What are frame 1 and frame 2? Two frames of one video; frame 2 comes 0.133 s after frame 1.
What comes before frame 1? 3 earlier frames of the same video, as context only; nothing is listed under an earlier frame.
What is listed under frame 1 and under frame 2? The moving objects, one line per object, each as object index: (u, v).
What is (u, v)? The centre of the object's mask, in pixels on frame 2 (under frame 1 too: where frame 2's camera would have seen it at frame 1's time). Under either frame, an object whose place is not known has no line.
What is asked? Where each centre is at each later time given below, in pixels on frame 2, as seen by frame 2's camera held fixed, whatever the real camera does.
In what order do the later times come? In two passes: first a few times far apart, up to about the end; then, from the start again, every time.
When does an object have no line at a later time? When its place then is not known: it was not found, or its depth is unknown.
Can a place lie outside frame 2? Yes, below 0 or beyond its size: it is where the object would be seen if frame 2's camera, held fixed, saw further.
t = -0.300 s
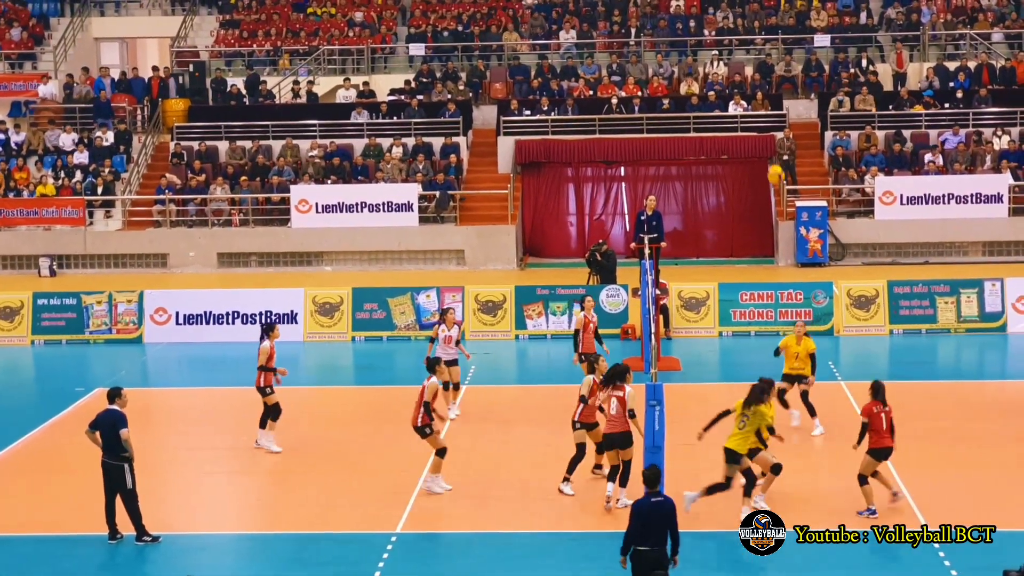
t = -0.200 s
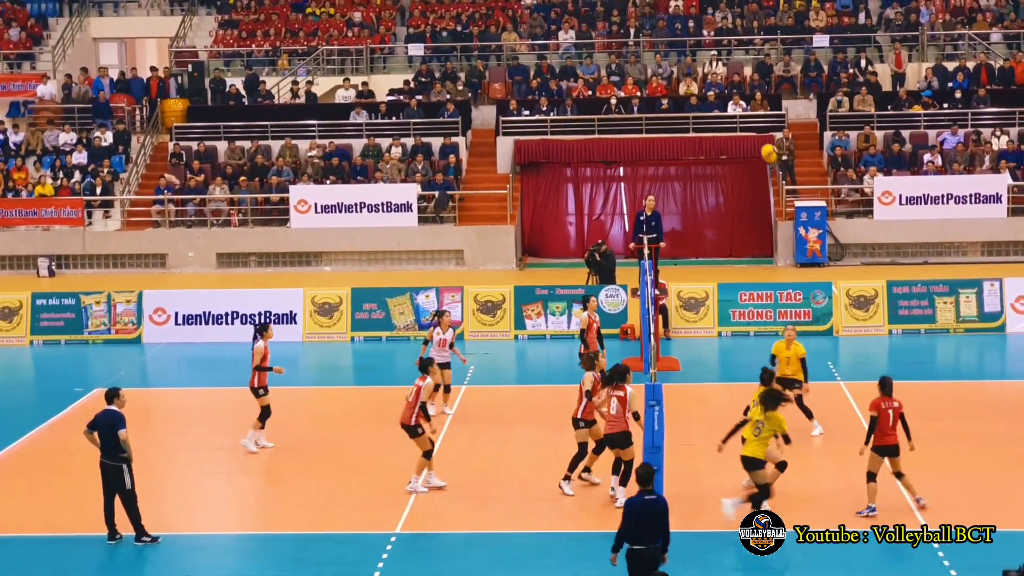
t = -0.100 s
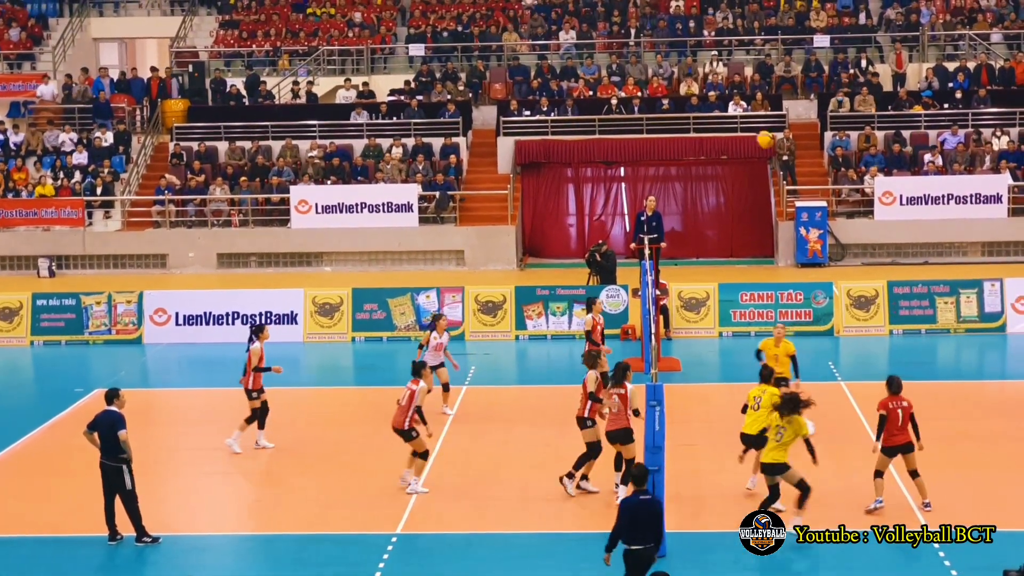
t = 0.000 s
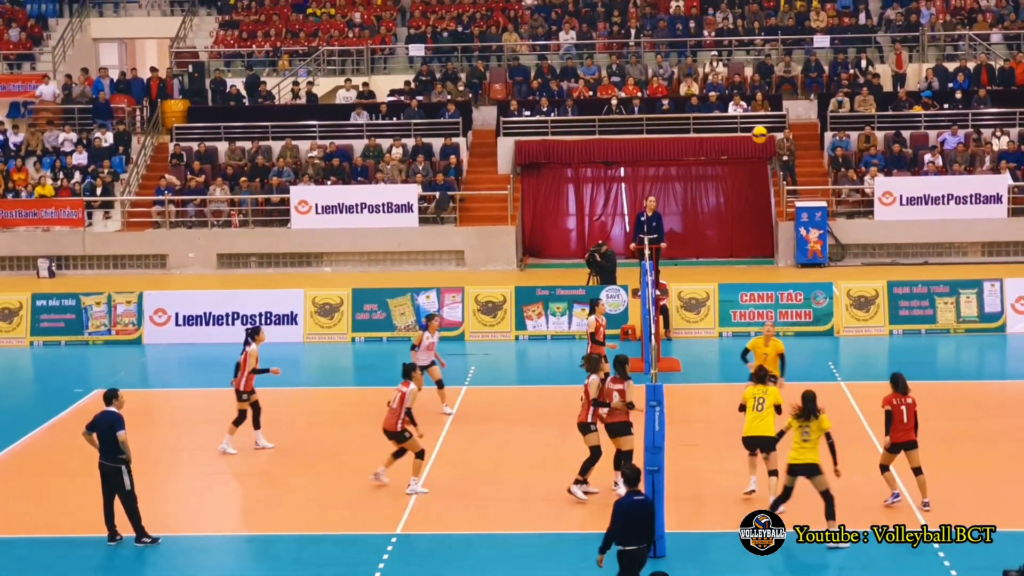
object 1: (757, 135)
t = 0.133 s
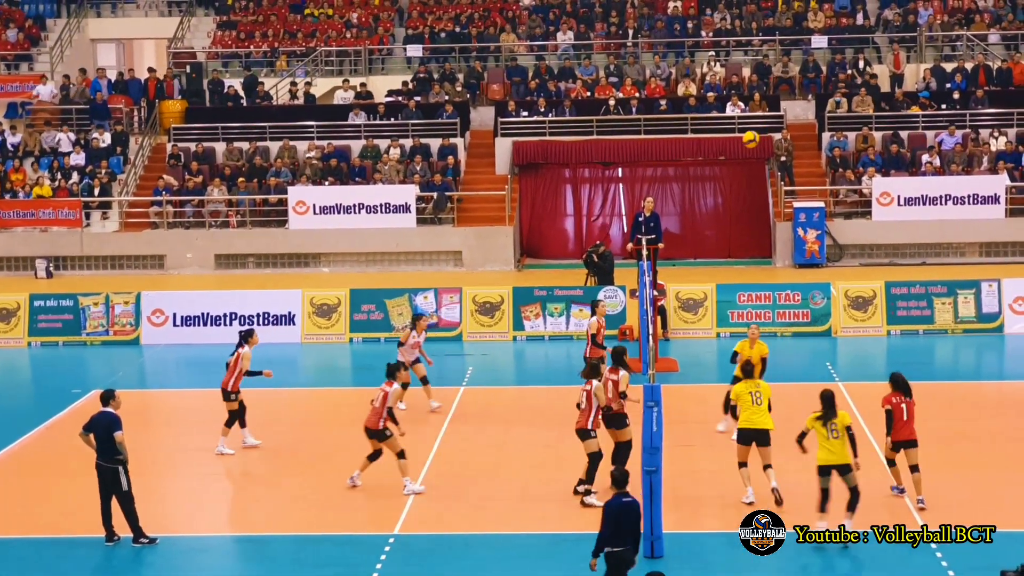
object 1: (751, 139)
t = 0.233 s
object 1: (746, 151)
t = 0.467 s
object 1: (736, 205)
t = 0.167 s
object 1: (749, 142)
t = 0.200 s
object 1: (747, 146)
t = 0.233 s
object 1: (746, 151)
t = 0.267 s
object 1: (745, 156)
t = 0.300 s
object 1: (743, 162)
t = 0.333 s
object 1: (742, 169)
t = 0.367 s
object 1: (740, 177)
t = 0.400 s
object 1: (739, 185)
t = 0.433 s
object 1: (738, 195)
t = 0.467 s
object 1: (736, 205)
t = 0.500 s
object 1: (734, 215)
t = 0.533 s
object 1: (733, 226)
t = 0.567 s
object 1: (731, 238)
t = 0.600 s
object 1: (730, 249)
